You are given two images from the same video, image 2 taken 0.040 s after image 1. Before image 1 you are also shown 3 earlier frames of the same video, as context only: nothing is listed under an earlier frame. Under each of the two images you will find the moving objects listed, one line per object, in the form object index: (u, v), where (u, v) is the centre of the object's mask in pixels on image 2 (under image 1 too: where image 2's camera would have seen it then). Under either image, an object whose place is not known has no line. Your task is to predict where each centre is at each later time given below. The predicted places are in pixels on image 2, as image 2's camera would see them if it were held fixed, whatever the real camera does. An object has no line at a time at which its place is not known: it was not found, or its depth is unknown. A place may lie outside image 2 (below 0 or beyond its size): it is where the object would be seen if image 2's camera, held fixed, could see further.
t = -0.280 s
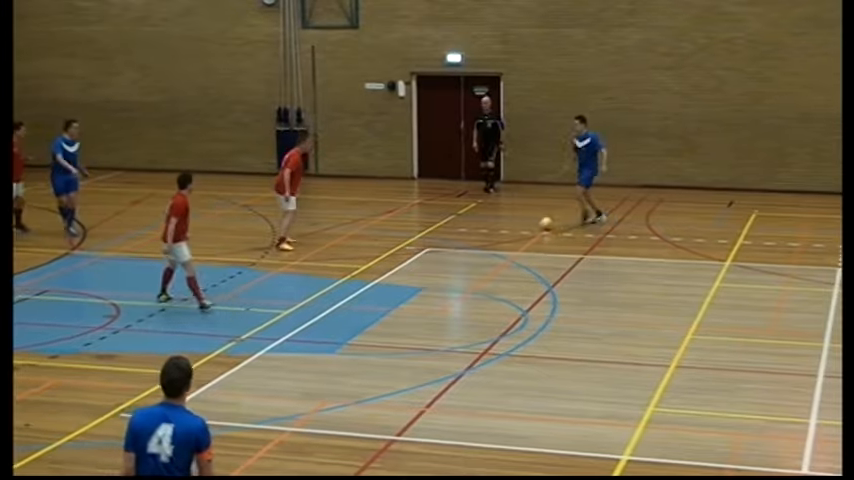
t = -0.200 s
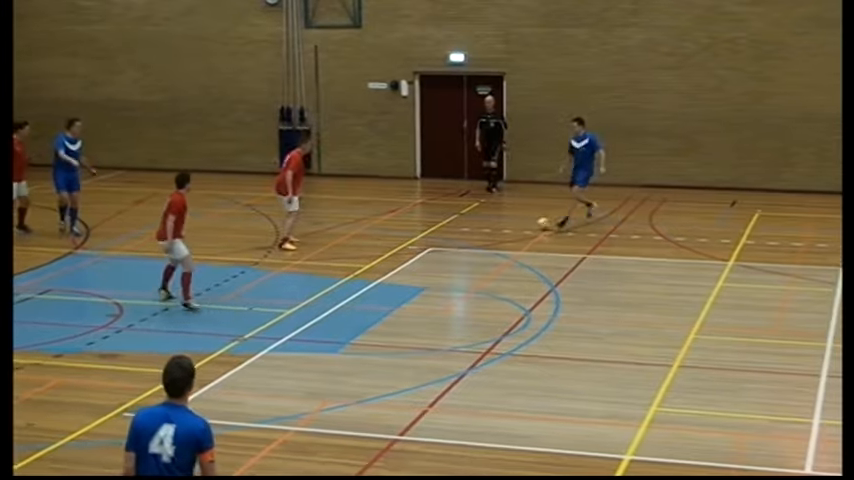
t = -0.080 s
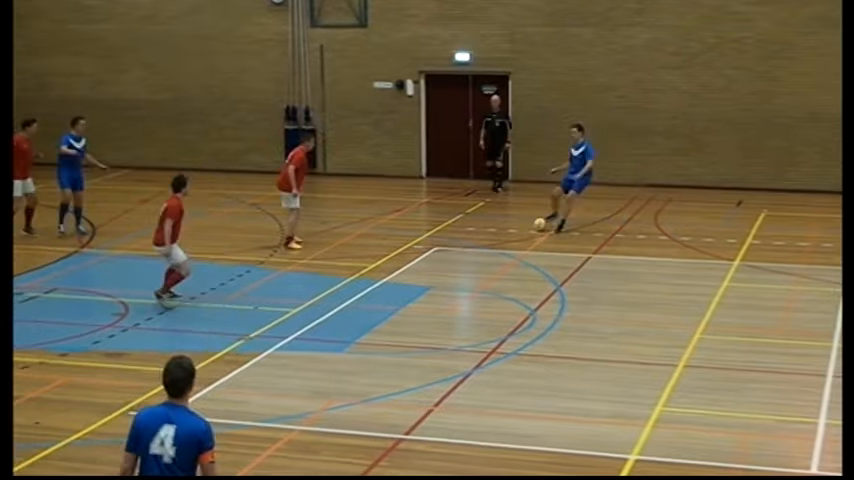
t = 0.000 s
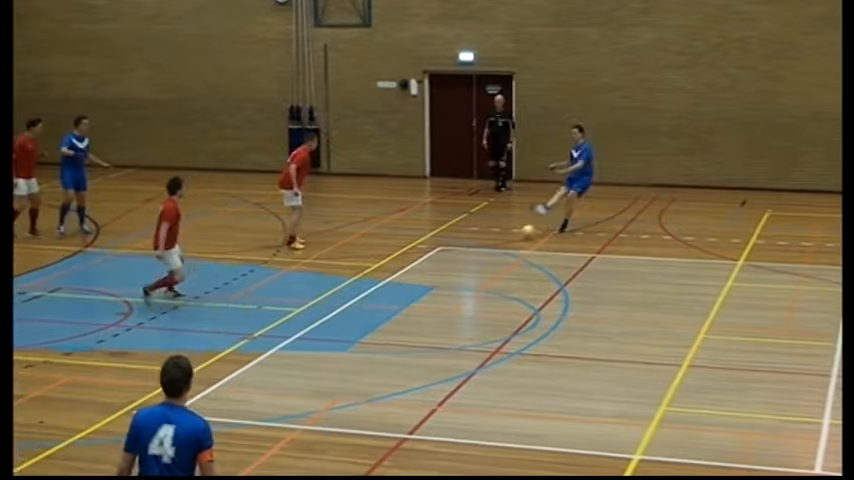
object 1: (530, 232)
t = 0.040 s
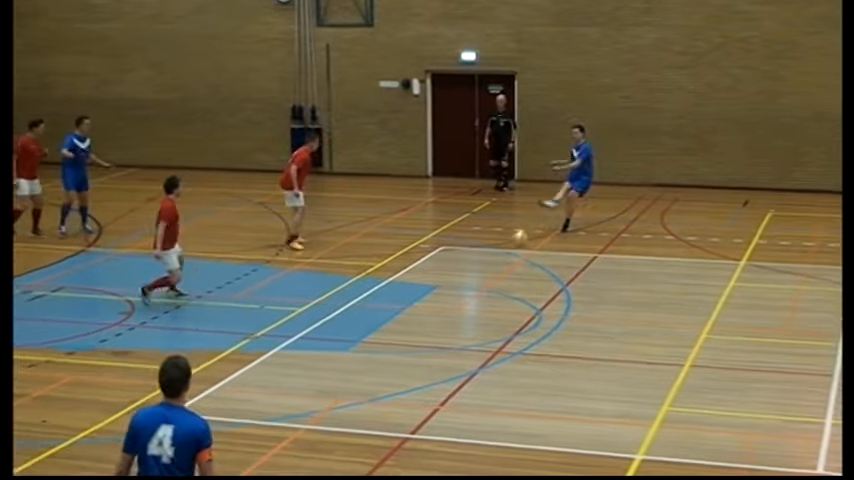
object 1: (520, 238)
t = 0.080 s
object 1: (510, 246)
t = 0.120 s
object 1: (499, 254)
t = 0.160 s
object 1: (490, 262)
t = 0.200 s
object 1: (479, 268)
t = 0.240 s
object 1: (467, 277)
